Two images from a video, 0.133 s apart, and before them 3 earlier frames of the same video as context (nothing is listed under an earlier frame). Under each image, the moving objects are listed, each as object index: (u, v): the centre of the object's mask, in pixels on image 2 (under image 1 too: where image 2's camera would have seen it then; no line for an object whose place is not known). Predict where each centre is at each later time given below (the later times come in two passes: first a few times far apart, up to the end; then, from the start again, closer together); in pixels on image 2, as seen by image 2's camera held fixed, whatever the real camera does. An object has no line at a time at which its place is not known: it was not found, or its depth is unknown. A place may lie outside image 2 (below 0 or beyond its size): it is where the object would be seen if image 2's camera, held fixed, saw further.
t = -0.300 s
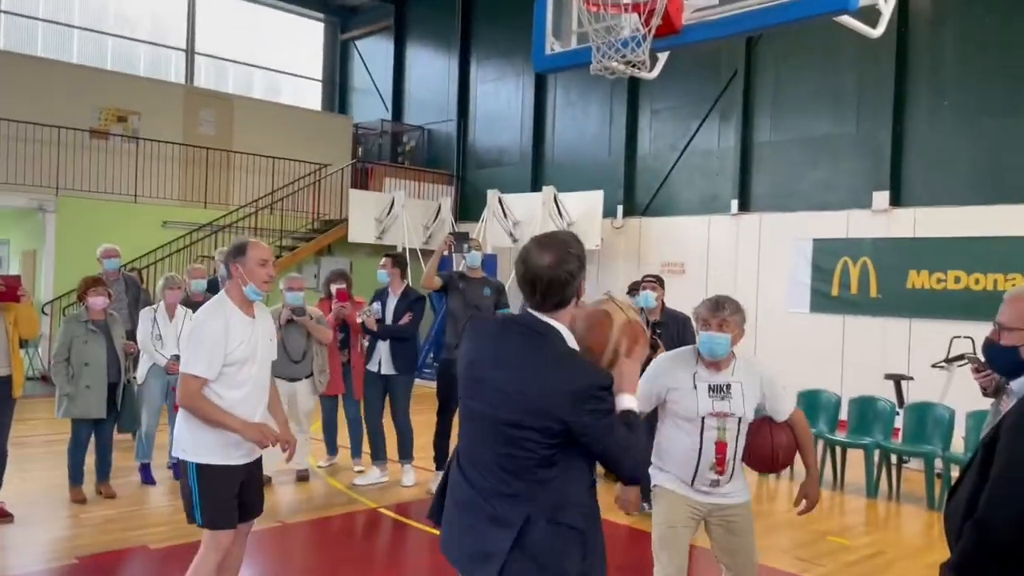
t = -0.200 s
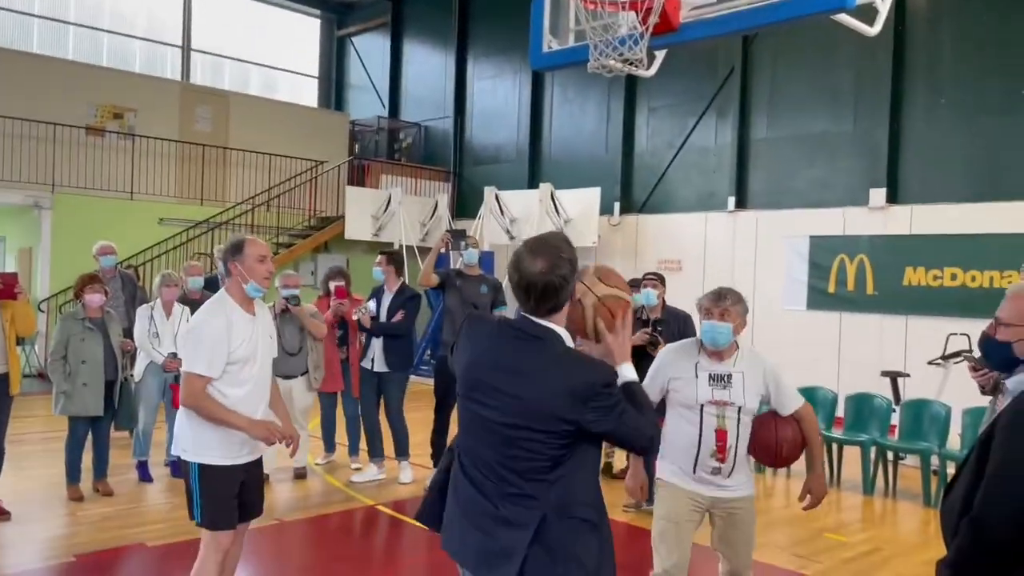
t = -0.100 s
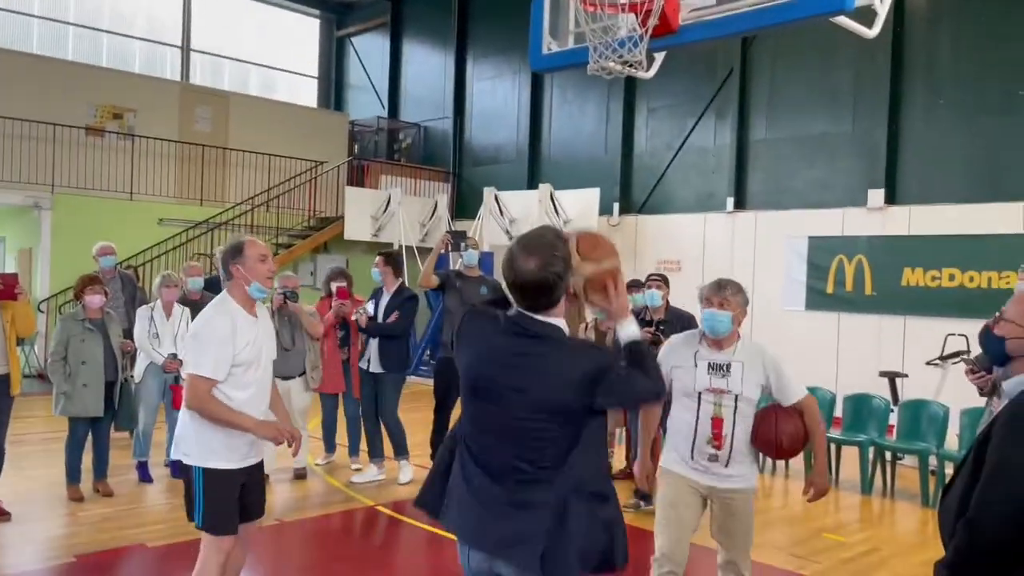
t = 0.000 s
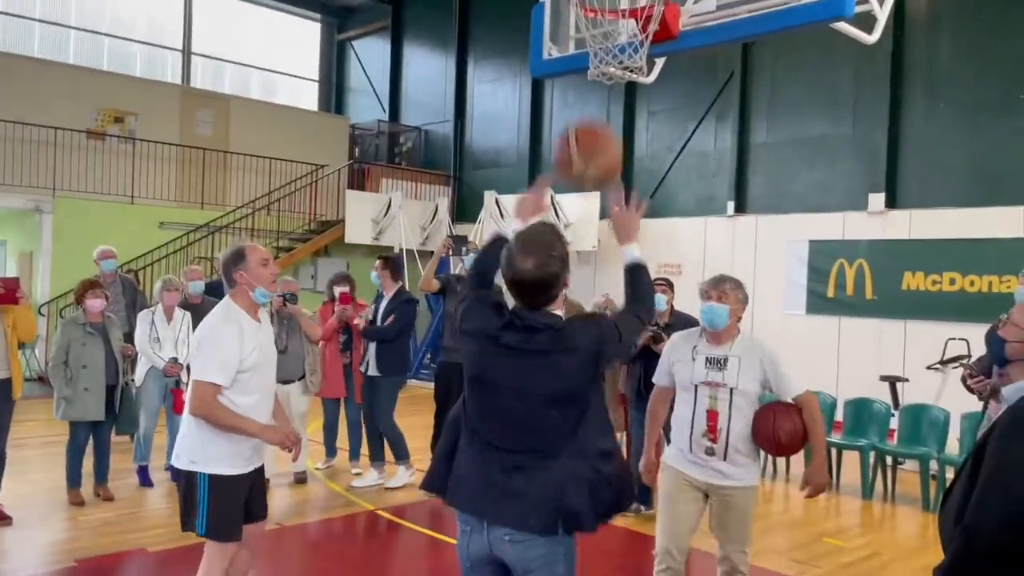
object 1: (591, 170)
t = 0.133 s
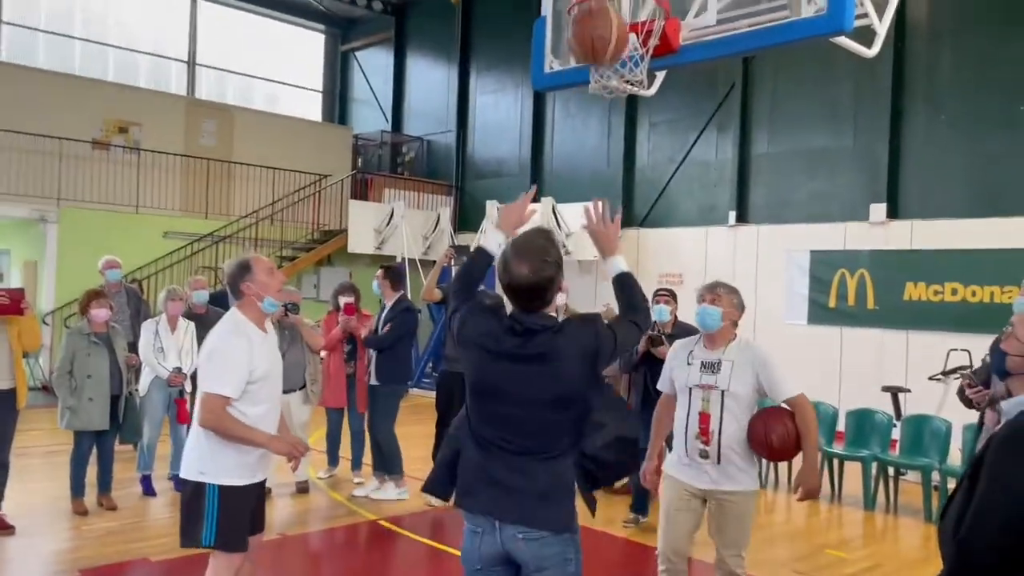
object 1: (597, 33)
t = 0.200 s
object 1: (601, 7)
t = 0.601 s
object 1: (607, 5)
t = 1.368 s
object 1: (605, 49)
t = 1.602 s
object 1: (606, 162)
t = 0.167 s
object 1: (600, 18)
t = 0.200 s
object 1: (601, 7)
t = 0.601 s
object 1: (607, 5)
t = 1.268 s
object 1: (614, 3)
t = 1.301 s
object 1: (612, 18)
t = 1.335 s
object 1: (607, 29)
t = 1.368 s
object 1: (605, 49)
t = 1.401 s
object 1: (603, 64)
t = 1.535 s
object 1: (604, 124)
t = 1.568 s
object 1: (605, 142)
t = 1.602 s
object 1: (606, 162)
